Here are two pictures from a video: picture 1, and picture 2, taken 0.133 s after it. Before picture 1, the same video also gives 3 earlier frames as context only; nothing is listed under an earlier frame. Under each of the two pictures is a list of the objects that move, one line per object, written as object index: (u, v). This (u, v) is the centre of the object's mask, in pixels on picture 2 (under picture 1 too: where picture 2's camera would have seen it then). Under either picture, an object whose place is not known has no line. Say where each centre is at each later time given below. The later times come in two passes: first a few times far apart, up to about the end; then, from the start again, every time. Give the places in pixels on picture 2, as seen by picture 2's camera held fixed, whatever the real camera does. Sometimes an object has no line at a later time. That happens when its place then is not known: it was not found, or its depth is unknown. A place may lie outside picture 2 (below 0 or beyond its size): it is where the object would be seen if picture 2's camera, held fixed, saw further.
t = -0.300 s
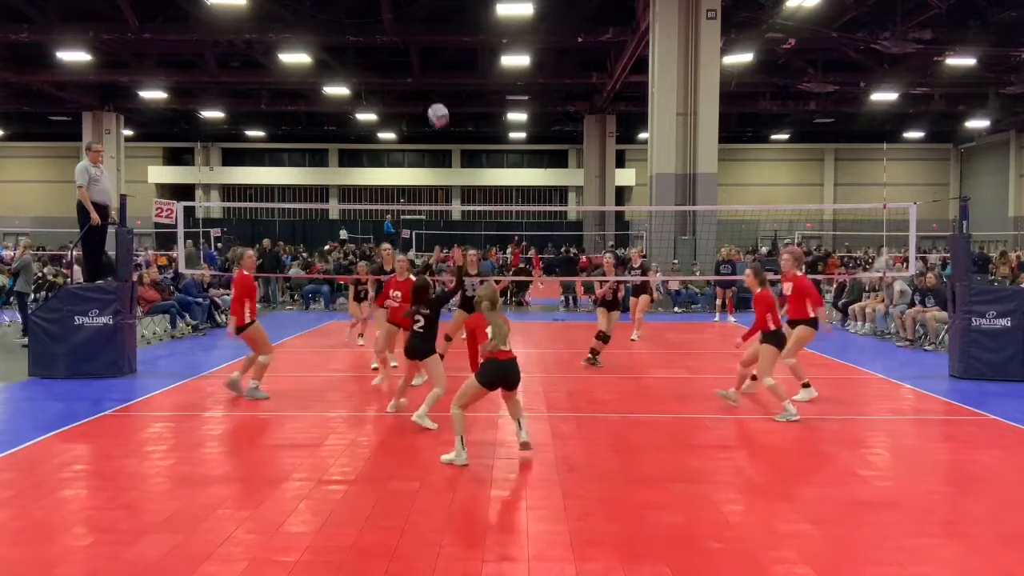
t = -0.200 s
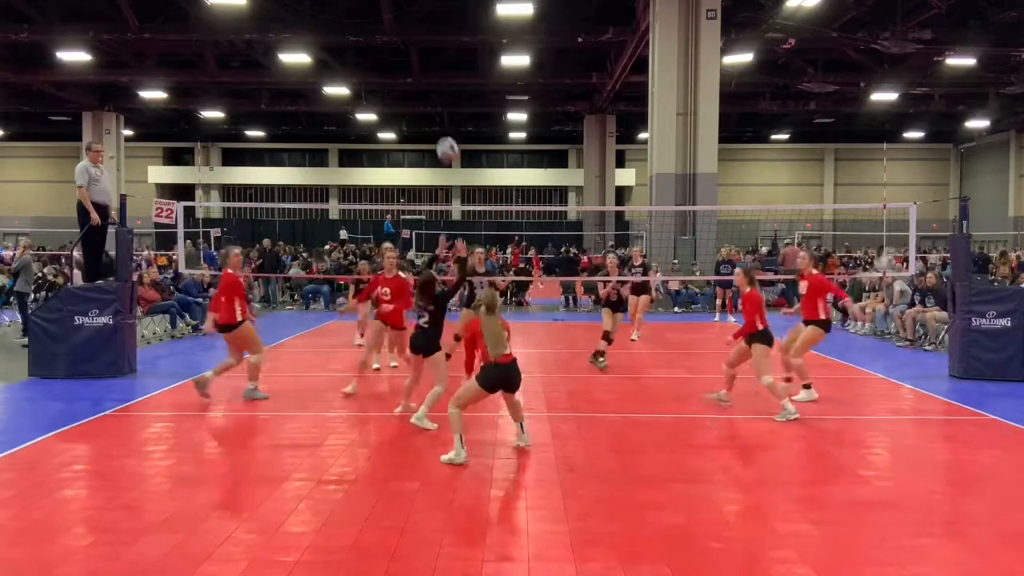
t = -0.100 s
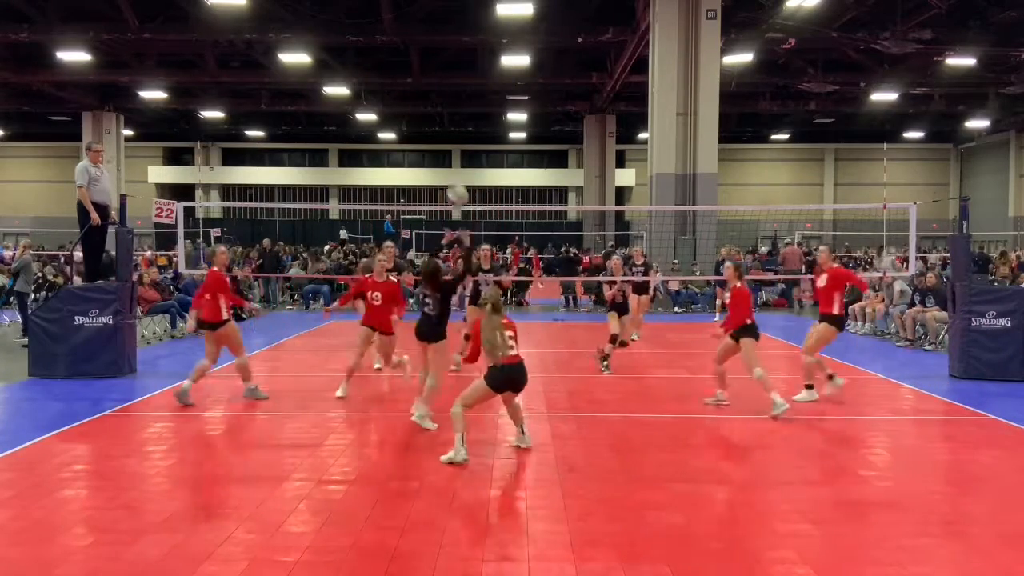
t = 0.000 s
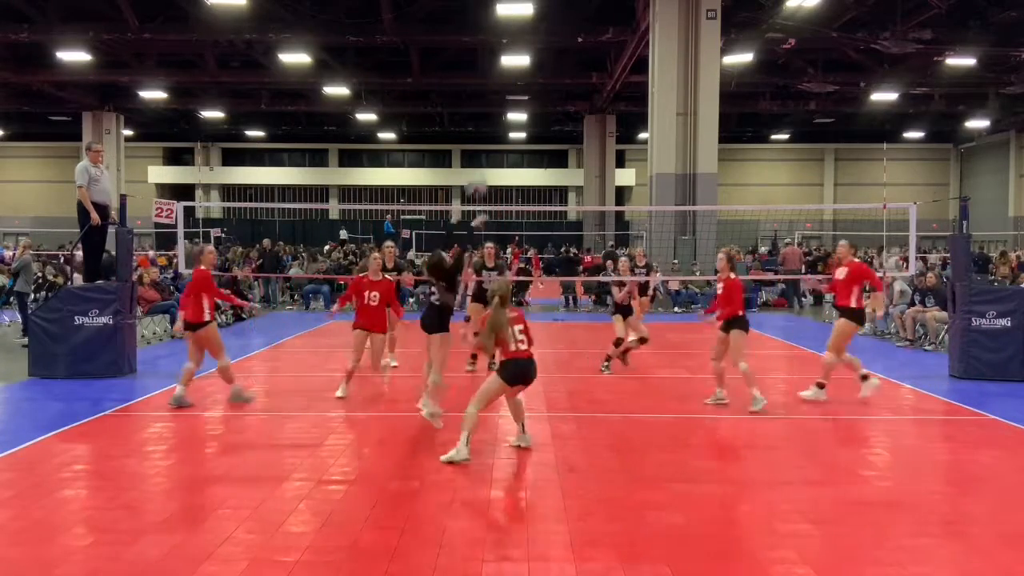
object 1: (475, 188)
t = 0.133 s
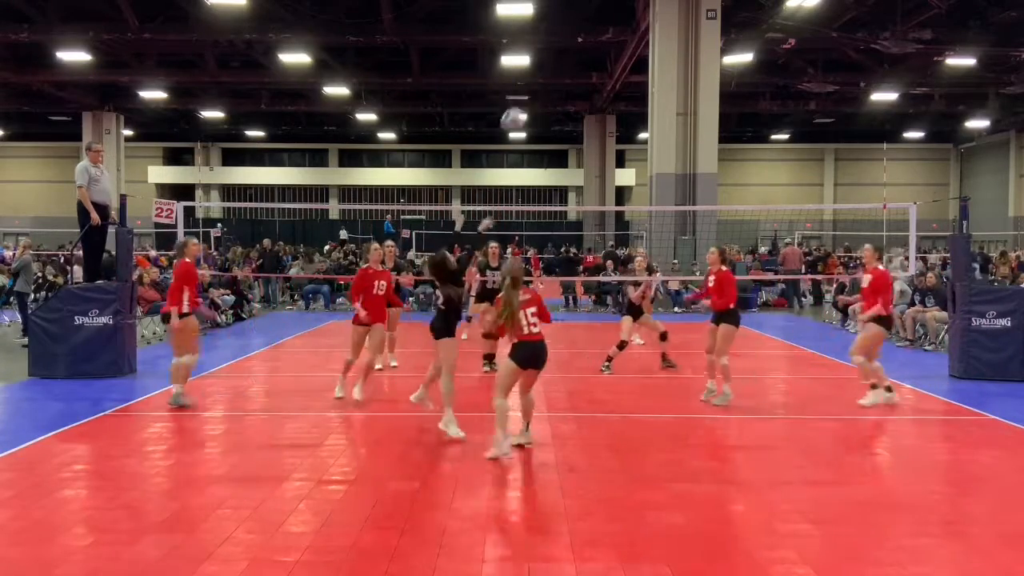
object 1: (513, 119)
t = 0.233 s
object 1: (538, 86)
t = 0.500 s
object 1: (601, 50)
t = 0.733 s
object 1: (648, 76)
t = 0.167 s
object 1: (522, 105)
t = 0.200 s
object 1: (530, 96)
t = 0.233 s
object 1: (538, 86)
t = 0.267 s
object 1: (547, 77)
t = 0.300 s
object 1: (555, 69)
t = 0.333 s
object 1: (563, 63)
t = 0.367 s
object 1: (571, 58)
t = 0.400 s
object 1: (579, 54)
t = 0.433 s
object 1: (586, 51)
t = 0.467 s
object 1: (594, 50)
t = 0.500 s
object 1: (601, 50)
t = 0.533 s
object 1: (609, 50)
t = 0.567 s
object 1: (616, 52)
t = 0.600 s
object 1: (623, 54)
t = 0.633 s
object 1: (630, 58)
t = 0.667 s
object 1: (637, 63)
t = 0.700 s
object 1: (643, 67)
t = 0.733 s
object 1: (648, 76)
